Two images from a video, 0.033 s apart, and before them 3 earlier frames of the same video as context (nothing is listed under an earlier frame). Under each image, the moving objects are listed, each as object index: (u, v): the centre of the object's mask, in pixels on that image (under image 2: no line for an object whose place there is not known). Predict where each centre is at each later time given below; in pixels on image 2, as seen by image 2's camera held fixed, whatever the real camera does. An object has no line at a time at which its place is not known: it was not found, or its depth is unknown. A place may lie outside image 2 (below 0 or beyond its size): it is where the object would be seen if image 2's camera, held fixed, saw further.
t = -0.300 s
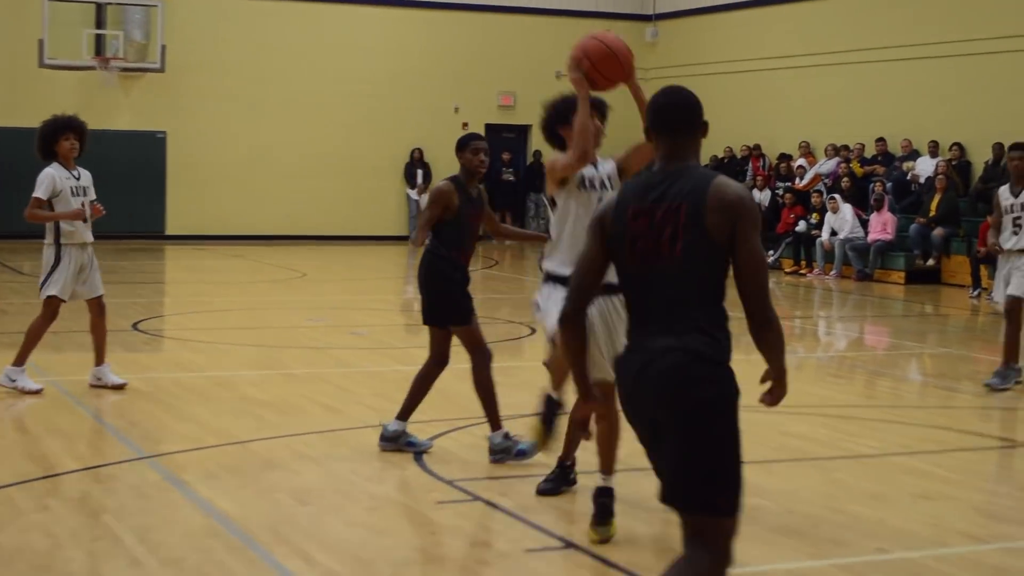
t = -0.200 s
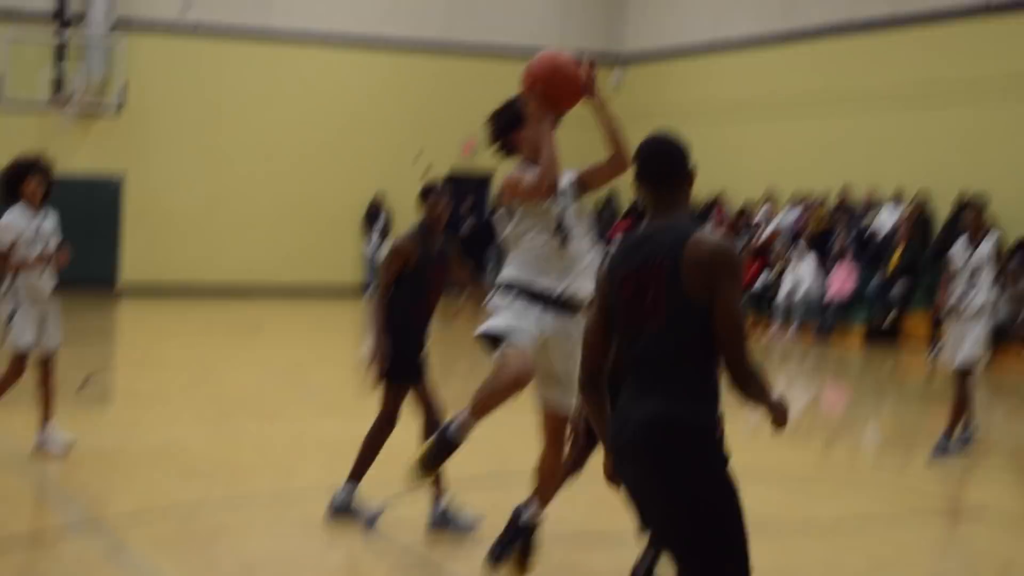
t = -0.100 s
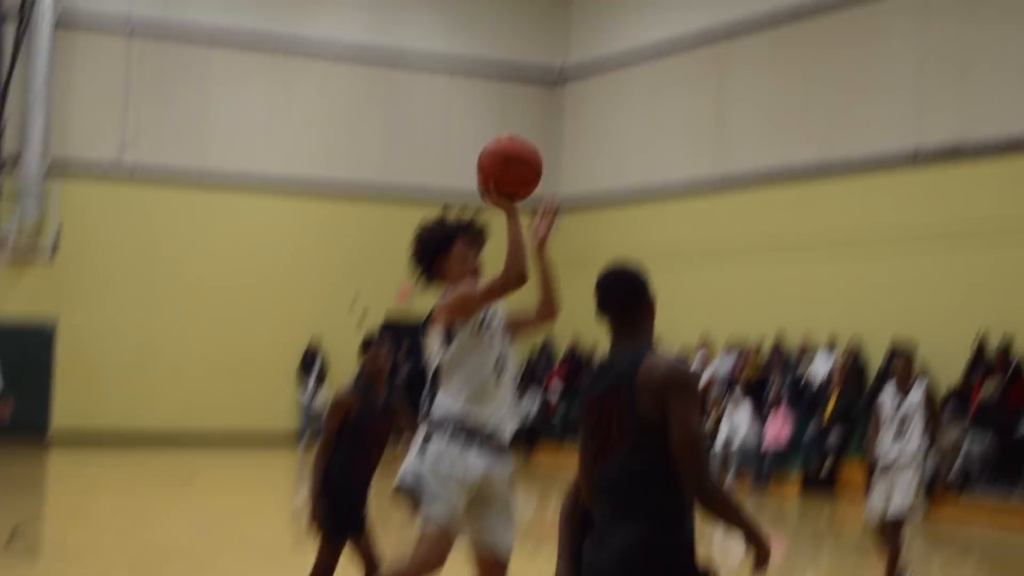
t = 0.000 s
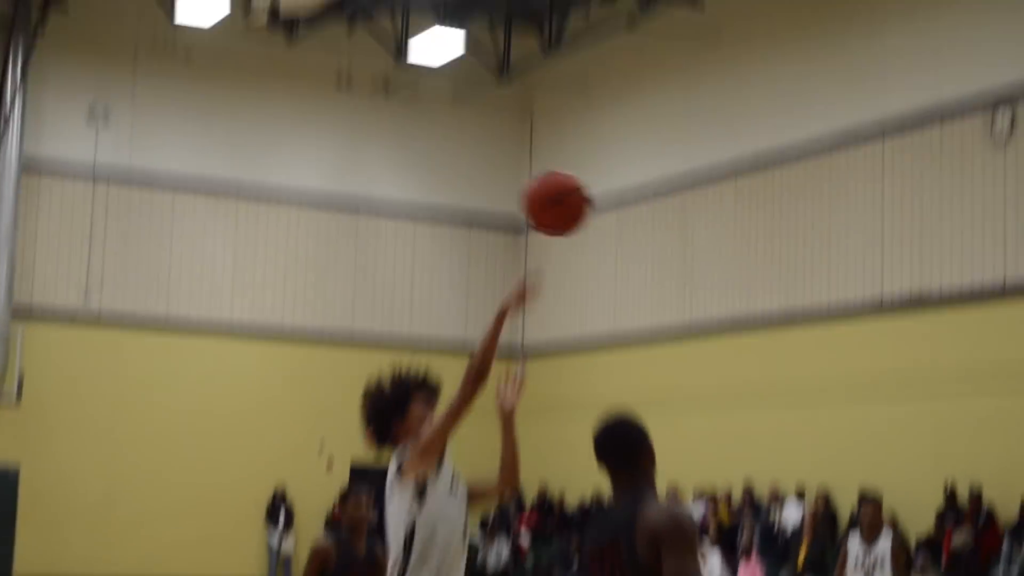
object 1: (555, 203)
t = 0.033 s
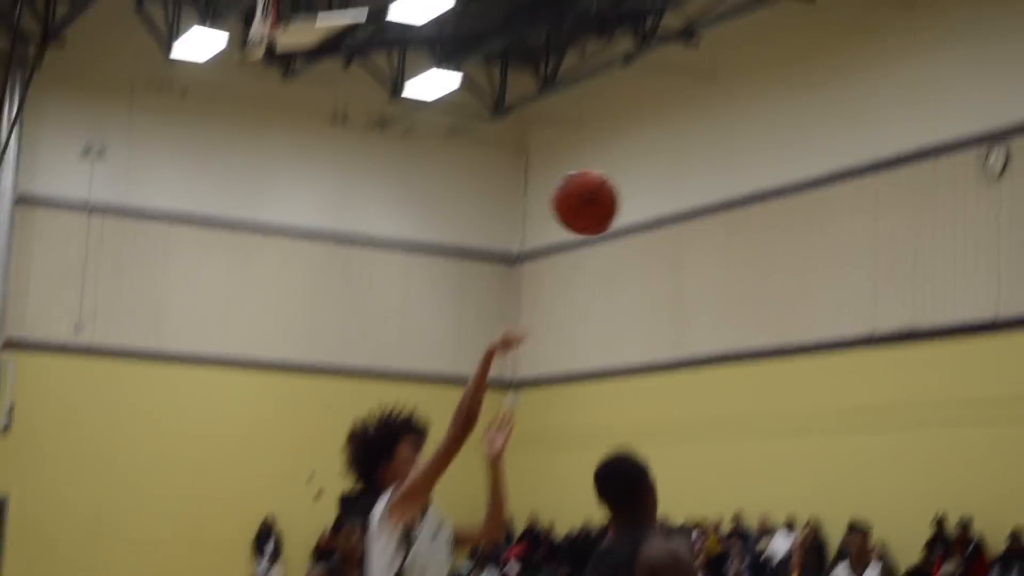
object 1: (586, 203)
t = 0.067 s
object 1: (621, 169)
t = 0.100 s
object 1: (656, 138)
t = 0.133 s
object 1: (693, 112)
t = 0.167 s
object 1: (729, 90)
